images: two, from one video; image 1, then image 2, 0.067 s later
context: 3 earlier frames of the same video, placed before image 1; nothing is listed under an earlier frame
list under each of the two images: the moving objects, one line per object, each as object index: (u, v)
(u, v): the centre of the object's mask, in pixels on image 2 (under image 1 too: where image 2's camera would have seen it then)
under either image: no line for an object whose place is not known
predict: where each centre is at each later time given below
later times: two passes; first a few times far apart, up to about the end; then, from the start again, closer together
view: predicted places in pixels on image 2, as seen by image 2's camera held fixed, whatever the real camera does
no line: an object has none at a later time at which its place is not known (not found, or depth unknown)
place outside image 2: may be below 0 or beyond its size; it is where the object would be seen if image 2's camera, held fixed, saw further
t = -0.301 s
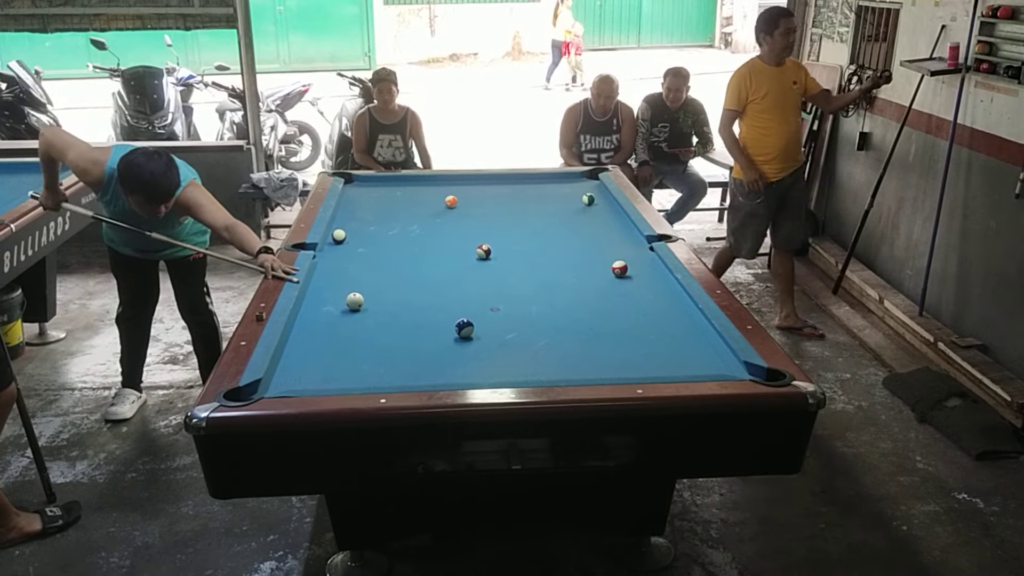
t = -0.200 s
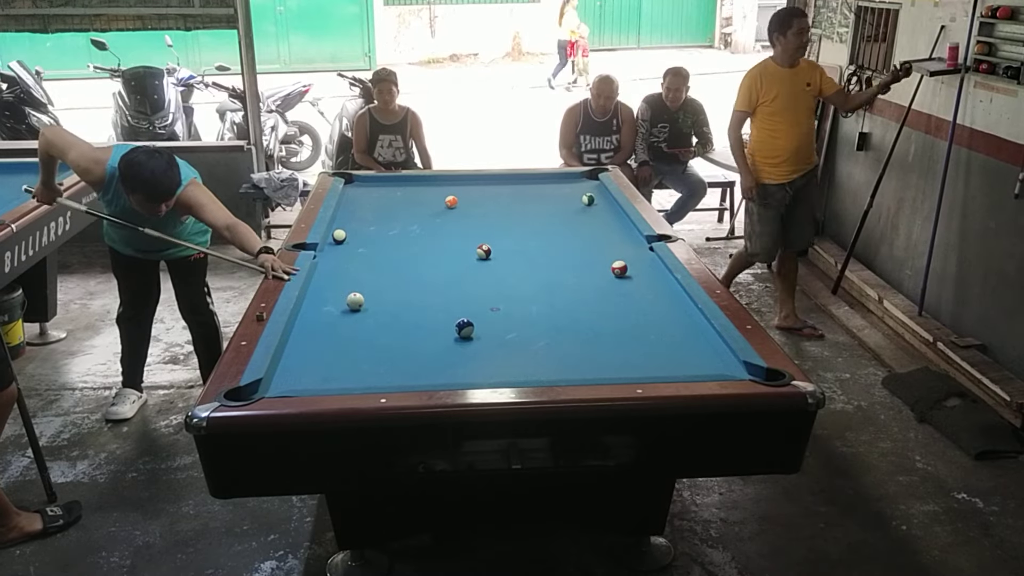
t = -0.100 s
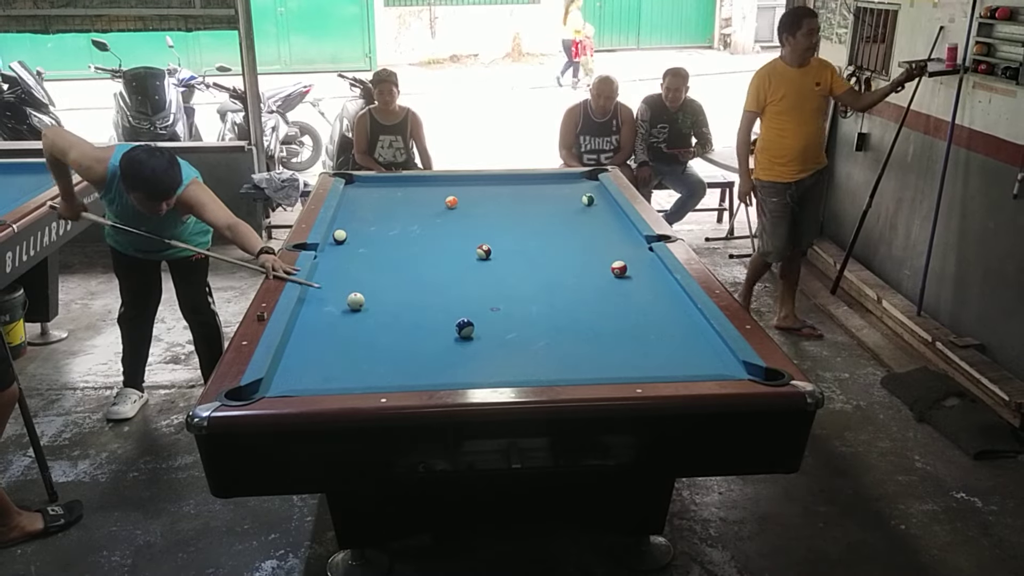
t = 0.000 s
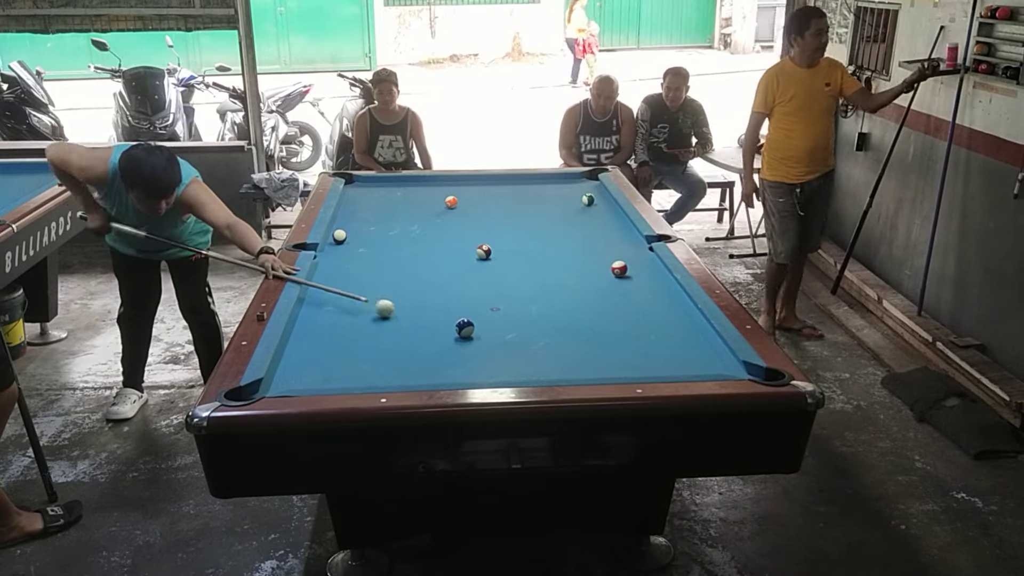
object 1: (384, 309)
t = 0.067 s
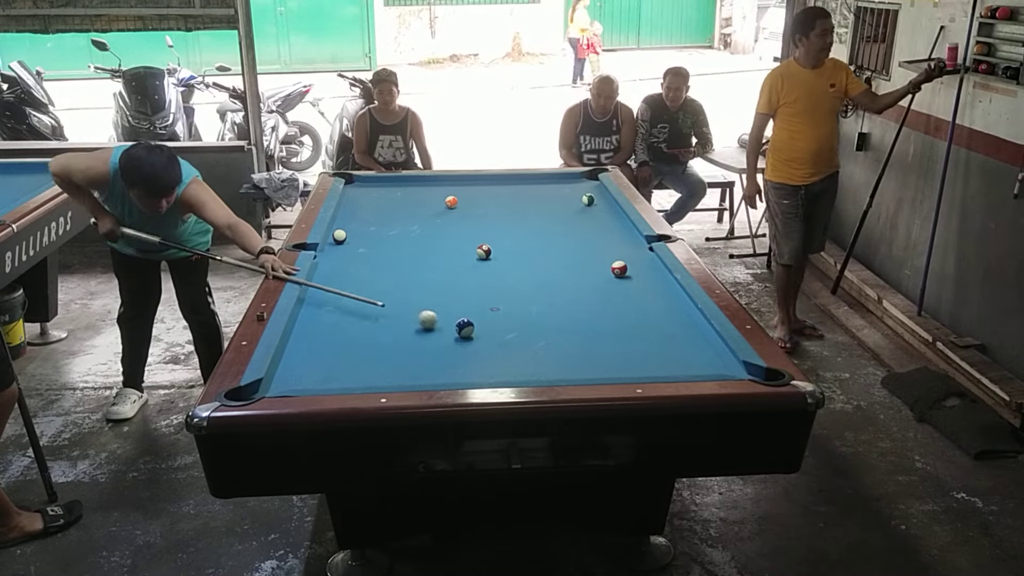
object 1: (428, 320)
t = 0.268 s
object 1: (448, 336)
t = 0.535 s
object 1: (482, 360)
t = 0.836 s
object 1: (515, 371)
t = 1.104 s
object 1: (529, 356)
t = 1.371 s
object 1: (542, 341)
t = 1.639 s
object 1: (552, 329)
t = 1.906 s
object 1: (562, 318)
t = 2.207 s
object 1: (571, 307)
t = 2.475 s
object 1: (579, 299)
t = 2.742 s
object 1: (585, 292)
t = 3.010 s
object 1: (591, 285)
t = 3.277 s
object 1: (596, 280)
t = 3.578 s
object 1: (601, 275)
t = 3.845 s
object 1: (605, 271)
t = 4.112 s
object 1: (603, 270)
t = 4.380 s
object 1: (602, 268)
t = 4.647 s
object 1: (602, 267)
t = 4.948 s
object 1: (602, 267)
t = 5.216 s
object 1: (602, 267)
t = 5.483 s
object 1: (602, 267)
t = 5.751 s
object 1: (602, 267)
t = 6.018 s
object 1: (602, 267)
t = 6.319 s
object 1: (602, 267)
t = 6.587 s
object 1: (602, 267)
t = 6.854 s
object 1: (602, 267)
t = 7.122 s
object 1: (602, 267)
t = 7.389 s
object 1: (602, 267)
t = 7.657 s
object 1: (602, 267)
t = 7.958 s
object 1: (602, 267)
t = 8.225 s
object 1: (602, 267)
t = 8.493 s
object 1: (602, 267)
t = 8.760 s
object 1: (602, 267)
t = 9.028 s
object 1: (602, 267)
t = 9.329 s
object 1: (602, 267)
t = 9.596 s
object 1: (602, 267)
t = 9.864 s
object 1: (602, 267)
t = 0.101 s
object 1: (448, 326)
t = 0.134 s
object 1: (446, 328)
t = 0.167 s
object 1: (445, 330)
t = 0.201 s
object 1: (445, 332)
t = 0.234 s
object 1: (446, 334)
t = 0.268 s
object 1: (448, 336)
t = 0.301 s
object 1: (451, 339)
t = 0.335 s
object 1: (456, 342)
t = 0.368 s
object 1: (460, 345)
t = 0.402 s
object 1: (464, 348)
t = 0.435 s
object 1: (468, 351)
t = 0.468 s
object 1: (473, 354)
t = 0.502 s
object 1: (477, 357)
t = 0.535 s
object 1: (482, 360)
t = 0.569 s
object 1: (486, 363)
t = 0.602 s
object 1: (491, 367)
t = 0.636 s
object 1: (495, 369)
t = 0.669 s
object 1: (500, 371)
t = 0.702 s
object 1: (505, 373)
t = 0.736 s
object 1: (510, 375)
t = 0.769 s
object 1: (511, 374)
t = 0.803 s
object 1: (514, 373)
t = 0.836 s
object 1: (515, 371)
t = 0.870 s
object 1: (517, 370)
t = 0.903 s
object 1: (519, 369)
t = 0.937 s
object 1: (521, 367)
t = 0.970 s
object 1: (523, 364)
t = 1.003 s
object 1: (524, 362)
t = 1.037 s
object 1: (526, 360)
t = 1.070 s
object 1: (528, 358)
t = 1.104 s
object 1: (529, 356)
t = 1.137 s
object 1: (531, 354)
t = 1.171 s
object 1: (532, 352)
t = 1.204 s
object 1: (534, 350)
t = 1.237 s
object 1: (536, 349)
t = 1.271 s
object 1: (537, 347)
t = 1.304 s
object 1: (539, 345)
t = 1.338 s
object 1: (540, 343)
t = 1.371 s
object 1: (542, 341)
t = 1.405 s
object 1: (543, 340)
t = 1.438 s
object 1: (544, 338)
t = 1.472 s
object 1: (546, 337)
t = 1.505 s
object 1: (547, 335)
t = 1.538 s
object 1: (548, 333)
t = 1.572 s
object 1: (550, 332)
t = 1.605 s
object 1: (551, 330)
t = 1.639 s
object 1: (552, 329)
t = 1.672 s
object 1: (553, 327)
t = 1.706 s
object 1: (555, 326)
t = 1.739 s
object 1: (556, 325)
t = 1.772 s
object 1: (557, 323)
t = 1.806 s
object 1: (558, 322)
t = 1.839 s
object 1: (559, 320)
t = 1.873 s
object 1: (561, 319)
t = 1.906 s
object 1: (562, 318)
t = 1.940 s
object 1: (563, 317)
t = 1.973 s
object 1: (564, 315)
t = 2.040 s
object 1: (566, 313)
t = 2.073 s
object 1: (567, 312)
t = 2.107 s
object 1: (568, 310)
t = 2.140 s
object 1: (569, 309)
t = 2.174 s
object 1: (570, 308)
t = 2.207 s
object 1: (571, 307)
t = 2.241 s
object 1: (572, 306)
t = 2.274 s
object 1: (573, 305)
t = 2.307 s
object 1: (574, 304)
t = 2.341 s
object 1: (575, 303)
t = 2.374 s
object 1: (576, 302)
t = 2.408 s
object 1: (577, 301)
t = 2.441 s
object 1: (578, 300)
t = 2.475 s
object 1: (579, 299)
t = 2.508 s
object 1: (580, 298)
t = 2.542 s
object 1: (580, 297)
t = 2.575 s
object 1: (581, 296)
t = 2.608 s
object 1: (582, 295)
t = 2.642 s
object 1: (583, 294)
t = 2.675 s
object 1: (584, 293)
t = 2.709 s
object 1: (584, 292)
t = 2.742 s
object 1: (585, 292)
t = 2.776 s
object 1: (586, 291)
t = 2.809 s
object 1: (587, 290)
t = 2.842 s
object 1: (587, 289)
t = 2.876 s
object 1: (588, 288)
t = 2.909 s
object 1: (589, 288)
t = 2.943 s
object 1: (590, 287)
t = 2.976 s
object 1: (590, 286)
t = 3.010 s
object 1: (591, 285)
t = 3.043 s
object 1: (592, 285)
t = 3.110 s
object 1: (593, 283)
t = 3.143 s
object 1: (594, 283)
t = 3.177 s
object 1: (594, 282)
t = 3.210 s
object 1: (595, 281)
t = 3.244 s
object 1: (596, 281)
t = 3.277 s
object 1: (596, 280)
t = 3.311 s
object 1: (597, 280)
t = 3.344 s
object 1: (597, 279)
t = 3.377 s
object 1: (598, 278)
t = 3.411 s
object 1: (598, 278)
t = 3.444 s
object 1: (599, 277)
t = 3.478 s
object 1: (600, 277)
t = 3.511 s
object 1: (600, 276)
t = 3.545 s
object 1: (601, 276)
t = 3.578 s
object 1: (601, 275)
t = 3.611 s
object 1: (602, 275)
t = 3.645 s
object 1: (602, 274)
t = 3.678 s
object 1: (603, 274)
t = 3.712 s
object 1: (603, 273)
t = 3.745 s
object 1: (604, 273)
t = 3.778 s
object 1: (604, 272)
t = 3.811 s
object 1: (605, 272)
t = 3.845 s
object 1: (605, 271)
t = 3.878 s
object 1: (605, 271)
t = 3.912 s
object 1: (605, 271)
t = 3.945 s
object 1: (604, 270)
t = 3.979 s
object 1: (604, 270)
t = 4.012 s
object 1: (604, 270)
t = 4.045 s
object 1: (604, 270)
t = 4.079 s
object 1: (603, 270)
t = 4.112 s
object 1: (603, 270)
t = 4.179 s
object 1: (603, 269)
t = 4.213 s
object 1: (603, 269)
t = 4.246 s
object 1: (603, 269)
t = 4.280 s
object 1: (602, 269)
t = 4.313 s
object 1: (602, 269)
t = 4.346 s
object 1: (602, 269)
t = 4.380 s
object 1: (602, 268)
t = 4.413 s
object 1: (602, 268)
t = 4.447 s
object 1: (602, 268)
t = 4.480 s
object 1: (602, 268)
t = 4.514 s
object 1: (602, 268)
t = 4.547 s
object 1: (602, 268)
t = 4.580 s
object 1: (602, 268)
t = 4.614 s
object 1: (602, 267)
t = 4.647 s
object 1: (602, 267)
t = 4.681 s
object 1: (602, 267)
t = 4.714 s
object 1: (602, 267)
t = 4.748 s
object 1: (602, 267)
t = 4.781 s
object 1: (602, 267)
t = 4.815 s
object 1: (602, 267)
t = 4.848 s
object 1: (602, 267)
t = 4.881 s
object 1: (602, 267)
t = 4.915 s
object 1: (602, 267)
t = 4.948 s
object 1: (602, 267)
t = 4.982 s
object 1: (602, 267)
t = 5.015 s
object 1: (602, 267)
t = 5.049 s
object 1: (602, 267)
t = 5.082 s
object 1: (602, 267)
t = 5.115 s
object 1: (602, 267)
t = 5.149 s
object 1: (602, 267)
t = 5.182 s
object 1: (602, 267)
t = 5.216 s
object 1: (602, 267)
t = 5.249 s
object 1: (602, 267)
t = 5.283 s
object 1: (602, 267)
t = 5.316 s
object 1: (602, 267)
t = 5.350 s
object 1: (602, 267)
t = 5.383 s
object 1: (602, 267)
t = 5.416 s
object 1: (602, 267)
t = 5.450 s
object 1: (602, 267)
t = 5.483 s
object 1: (602, 267)
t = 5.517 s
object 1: (602, 267)
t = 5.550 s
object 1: (602, 267)
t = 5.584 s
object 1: (602, 267)
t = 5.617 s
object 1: (602, 267)
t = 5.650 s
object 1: (602, 267)
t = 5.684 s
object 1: (602, 267)
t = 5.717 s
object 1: (602, 267)
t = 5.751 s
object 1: (602, 267)
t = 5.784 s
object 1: (602, 267)
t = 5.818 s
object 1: (602, 267)
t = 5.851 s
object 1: (602, 267)
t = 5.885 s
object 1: (602, 267)
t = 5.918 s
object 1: (602, 267)
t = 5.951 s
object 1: (602, 267)
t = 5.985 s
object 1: (602, 267)
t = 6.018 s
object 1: (602, 267)
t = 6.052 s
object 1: (602, 267)
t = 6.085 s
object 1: (602, 267)
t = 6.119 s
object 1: (602, 267)
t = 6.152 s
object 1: (602, 267)
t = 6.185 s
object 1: (602, 267)
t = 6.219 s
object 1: (602, 267)
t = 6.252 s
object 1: (602, 267)
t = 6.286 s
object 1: (602, 267)
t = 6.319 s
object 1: (602, 267)
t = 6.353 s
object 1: (602, 267)
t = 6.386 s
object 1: (602, 267)
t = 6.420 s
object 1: (602, 267)
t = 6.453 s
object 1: (602, 267)
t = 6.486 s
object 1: (602, 267)
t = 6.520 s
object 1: (602, 267)
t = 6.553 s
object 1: (602, 267)
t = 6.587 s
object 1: (602, 267)
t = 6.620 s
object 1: (602, 267)
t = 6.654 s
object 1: (602, 267)
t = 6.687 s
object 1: (602, 267)
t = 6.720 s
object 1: (602, 267)
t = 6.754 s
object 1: (602, 267)
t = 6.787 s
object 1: (602, 267)
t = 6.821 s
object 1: (602, 267)
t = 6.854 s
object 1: (602, 267)
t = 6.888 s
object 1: (602, 267)
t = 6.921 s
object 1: (602, 267)
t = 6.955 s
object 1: (602, 267)
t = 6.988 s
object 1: (602, 267)
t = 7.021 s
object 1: (602, 267)
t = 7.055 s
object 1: (602, 267)
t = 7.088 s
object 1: (602, 267)
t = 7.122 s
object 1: (602, 267)
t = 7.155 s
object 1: (602, 267)
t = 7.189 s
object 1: (602, 267)
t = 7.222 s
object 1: (602, 267)
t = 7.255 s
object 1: (602, 267)
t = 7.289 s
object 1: (602, 267)
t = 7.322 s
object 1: (602, 267)
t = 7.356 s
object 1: (602, 267)
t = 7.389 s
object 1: (602, 267)
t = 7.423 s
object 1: (602, 267)
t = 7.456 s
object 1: (602, 267)
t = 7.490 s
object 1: (602, 267)
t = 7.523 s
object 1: (602, 267)
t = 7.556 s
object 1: (602, 267)
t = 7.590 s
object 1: (602, 267)
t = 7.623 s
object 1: (602, 267)
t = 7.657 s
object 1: (602, 267)
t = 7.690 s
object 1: (602, 267)
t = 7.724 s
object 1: (602, 267)
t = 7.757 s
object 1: (602, 267)
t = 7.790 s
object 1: (602, 267)
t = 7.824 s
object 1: (602, 267)
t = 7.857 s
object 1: (602, 267)
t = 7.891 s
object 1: (602, 267)
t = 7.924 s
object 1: (602, 267)
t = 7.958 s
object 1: (602, 267)
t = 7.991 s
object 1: (602, 267)
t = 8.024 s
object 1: (602, 267)
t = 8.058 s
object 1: (602, 267)
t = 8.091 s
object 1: (602, 267)
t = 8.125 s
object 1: (602, 267)
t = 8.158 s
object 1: (602, 267)
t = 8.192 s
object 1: (602, 267)
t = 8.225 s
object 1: (602, 267)
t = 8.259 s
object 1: (602, 267)
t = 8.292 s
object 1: (602, 267)
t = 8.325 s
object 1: (602, 267)
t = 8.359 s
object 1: (602, 267)
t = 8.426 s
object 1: (602, 267)
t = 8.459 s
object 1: (602, 267)
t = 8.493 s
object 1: (602, 267)
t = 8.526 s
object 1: (602, 267)
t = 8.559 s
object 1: (602, 267)
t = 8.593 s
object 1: (602, 267)
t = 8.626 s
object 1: (602, 267)
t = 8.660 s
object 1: (602, 267)
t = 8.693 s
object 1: (602, 267)
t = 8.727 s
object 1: (602, 267)
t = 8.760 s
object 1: (602, 267)
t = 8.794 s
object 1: (602, 267)
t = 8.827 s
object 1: (602, 267)
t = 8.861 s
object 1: (602, 267)
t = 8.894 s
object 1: (602, 267)
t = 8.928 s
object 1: (602, 267)
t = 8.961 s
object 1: (602, 267)
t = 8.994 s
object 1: (602, 267)
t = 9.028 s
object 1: (602, 267)
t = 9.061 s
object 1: (602, 267)
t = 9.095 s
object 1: (602, 267)
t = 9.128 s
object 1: (602, 267)
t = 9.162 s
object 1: (602, 267)
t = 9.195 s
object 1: (602, 267)
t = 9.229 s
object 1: (602, 267)
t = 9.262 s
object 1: (602, 267)
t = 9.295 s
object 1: (602, 267)
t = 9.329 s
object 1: (602, 267)
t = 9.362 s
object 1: (602, 267)
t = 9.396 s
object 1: (602, 267)
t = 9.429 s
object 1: (602, 267)
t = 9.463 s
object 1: (602, 267)
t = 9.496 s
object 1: (602, 267)
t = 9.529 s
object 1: (602, 267)
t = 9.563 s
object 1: (602, 267)
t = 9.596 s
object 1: (602, 267)
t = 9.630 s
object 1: (602, 267)
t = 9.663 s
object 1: (602, 267)
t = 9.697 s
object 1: (602, 267)
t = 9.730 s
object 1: (602, 268)
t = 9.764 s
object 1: (602, 268)
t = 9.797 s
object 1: (602, 267)
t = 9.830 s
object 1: (602, 267)
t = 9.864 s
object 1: (602, 267)
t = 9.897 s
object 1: (602, 268)
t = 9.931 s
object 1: (602, 267)
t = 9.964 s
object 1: (602, 267)
